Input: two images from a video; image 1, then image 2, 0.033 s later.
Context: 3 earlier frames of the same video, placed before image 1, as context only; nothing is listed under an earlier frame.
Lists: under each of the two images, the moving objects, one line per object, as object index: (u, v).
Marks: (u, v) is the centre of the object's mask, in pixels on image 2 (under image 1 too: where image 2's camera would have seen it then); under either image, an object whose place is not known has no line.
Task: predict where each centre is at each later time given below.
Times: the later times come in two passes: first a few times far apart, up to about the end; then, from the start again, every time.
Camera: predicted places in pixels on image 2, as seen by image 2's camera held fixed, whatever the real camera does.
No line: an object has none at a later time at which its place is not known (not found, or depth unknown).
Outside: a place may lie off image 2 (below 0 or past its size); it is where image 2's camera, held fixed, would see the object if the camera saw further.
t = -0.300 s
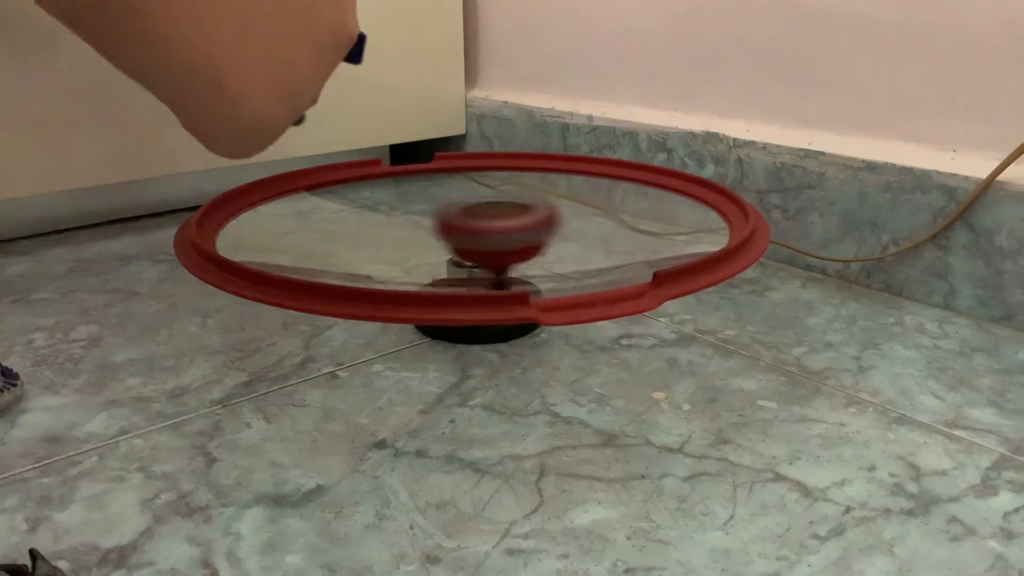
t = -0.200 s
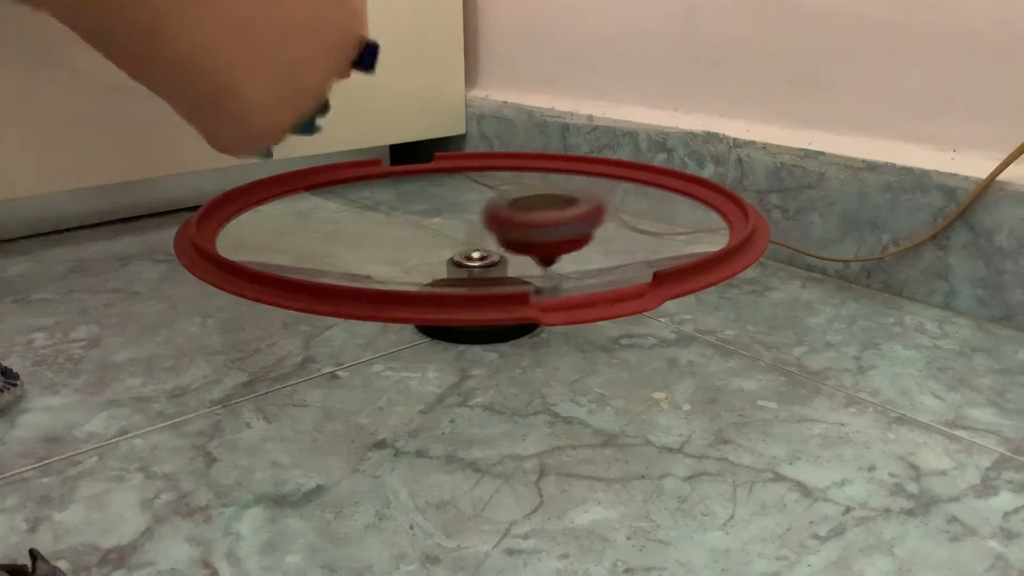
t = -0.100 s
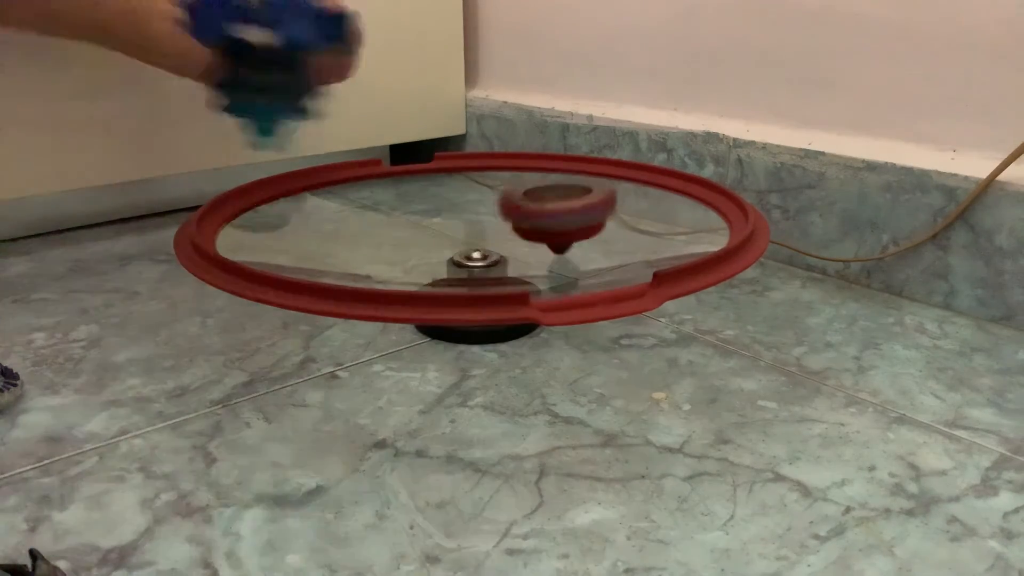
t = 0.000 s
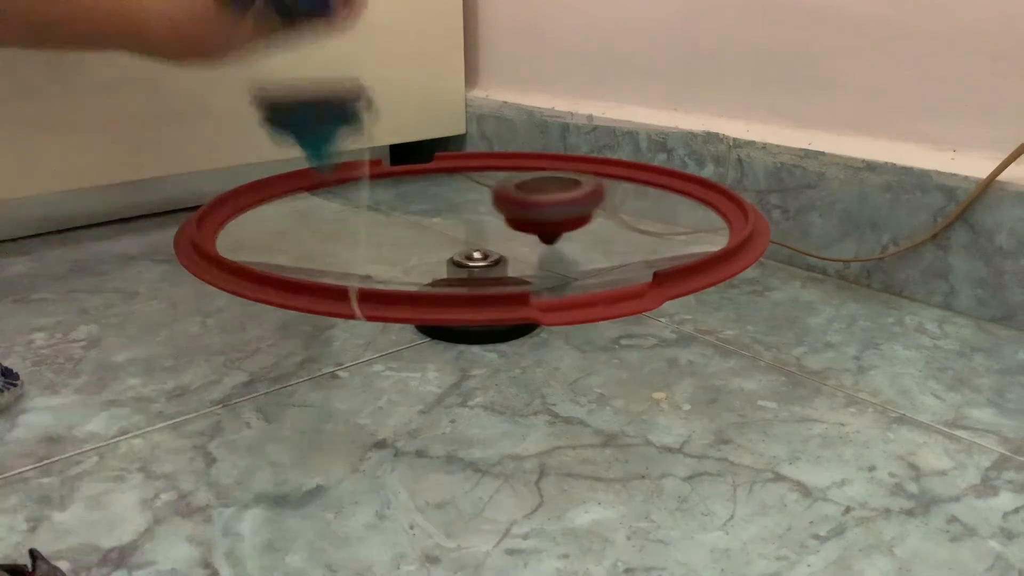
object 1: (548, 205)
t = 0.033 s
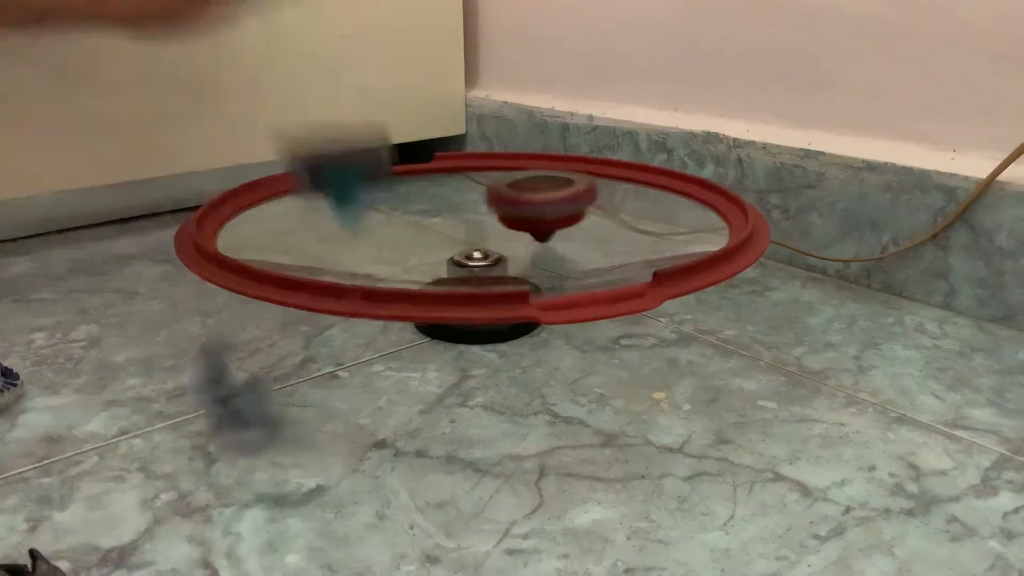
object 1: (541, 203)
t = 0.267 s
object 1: (457, 199)
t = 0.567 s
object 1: (439, 225)
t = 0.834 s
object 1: (485, 228)
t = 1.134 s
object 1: (508, 216)
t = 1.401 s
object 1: (476, 207)
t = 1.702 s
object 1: (431, 214)
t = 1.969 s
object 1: (454, 224)
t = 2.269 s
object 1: (499, 219)
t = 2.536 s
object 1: (491, 204)
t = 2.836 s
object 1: (435, 202)
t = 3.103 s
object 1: (438, 220)
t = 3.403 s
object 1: (495, 223)
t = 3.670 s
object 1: (509, 208)
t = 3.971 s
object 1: (454, 204)
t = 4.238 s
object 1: (430, 219)
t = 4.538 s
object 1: (485, 224)
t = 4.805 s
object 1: (506, 212)
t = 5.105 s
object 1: (459, 205)
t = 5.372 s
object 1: (424, 214)
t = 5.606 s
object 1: (448, 223)
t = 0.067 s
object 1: (531, 199)
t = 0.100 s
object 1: (522, 198)
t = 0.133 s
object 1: (512, 196)
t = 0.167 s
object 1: (501, 191)
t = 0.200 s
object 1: (478, 191)
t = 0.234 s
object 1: (468, 198)
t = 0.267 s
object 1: (457, 199)
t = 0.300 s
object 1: (447, 200)
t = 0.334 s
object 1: (439, 202)
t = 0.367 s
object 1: (434, 205)
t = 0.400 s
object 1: (430, 209)
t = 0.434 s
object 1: (429, 212)
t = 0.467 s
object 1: (429, 216)
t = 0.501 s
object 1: (431, 220)
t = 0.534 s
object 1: (434, 222)
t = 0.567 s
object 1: (439, 225)
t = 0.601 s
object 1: (445, 227)
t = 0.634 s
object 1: (451, 229)
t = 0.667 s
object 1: (457, 228)
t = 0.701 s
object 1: (463, 228)
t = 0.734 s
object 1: (469, 229)
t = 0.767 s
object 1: (475, 229)
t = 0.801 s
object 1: (480, 228)
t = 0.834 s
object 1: (485, 228)
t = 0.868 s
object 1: (489, 227)
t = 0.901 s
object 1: (493, 225)
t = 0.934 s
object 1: (496, 223)
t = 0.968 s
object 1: (498, 222)
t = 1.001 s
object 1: (501, 220)
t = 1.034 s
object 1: (505, 219)
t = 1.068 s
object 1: (508, 218)
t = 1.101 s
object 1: (508, 217)
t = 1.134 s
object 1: (508, 216)
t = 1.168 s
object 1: (514, 211)
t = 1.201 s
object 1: (504, 208)
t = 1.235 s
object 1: (493, 210)
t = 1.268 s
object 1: (498, 211)
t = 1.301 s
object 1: (494, 209)
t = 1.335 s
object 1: (489, 208)
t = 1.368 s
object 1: (483, 208)
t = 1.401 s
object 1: (476, 207)
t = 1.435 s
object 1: (470, 207)
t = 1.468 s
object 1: (464, 207)
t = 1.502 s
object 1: (458, 208)
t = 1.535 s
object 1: (452, 208)
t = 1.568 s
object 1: (446, 209)
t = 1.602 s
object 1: (442, 209)
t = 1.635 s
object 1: (438, 211)
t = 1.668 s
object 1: (434, 212)
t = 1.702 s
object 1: (431, 214)
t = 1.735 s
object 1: (428, 215)
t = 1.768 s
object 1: (428, 216)
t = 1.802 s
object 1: (430, 218)
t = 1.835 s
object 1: (432, 219)
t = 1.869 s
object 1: (435, 220)
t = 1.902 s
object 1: (439, 221)
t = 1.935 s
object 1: (443, 222)
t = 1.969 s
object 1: (454, 224)
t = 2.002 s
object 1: (467, 223)
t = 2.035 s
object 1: (483, 210)
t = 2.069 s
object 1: (438, 218)
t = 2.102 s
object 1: (468, 226)
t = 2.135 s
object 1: (477, 224)
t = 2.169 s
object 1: (483, 222)
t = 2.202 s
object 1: (488, 221)
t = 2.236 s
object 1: (494, 221)
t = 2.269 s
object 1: (499, 219)
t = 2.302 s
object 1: (502, 217)
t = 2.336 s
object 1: (504, 216)
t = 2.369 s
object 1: (505, 214)
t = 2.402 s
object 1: (505, 212)
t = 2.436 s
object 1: (503, 210)
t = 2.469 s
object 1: (499, 208)
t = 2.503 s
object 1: (496, 206)
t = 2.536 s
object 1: (491, 204)
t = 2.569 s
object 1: (485, 203)
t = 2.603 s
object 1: (479, 201)
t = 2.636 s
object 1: (473, 200)
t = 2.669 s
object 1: (466, 200)
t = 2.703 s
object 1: (459, 200)
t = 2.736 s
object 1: (454, 200)
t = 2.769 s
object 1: (448, 199)
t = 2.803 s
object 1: (440, 202)
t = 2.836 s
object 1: (435, 202)
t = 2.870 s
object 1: (433, 204)
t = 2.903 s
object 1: (431, 208)
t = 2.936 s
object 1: (428, 210)
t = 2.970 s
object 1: (428, 211)
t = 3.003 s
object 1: (429, 214)
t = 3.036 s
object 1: (431, 216)
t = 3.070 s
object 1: (434, 217)
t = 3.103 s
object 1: (438, 220)
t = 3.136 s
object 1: (444, 221)
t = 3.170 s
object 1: (448, 222)
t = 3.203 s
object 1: (453, 224)
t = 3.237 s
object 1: (459, 225)
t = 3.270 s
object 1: (467, 225)
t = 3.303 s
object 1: (474, 224)
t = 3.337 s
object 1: (482, 224)
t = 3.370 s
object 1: (489, 223)
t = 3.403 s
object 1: (495, 223)
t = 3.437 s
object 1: (503, 221)
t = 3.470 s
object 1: (507, 219)
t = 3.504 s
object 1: (510, 218)
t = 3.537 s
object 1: (513, 216)
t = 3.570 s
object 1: (514, 214)
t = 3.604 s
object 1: (514, 212)
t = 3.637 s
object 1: (512, 210)
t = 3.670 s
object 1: (509, 208)
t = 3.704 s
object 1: (506, 207)
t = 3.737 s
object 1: (501, 204)
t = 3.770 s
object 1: (495, 204)
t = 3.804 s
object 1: (489, 203)
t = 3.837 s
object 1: (482, 202)
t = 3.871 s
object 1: (475, 202)
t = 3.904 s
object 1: (469, 203)
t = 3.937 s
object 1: (461, 203)
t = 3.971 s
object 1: (454, 204)
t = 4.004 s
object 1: (447, 205)
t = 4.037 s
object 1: (441, 207)
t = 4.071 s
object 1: (436, 208)
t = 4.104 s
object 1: (432, 210)
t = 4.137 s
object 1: (429, 213)
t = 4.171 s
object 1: (429, 215)
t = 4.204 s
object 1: (428, 217)
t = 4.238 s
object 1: (430, 219)
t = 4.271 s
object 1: (432, 220)
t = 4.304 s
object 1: (437, 222)
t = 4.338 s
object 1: (443, 223)
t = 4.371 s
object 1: (449, 224)
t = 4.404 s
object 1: (456, 225)
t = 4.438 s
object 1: (464, 225)
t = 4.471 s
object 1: (471, 225)
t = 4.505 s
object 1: (478, 225)
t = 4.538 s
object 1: (485, 224)
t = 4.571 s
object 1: (492, 223)
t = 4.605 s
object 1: (497, 222)
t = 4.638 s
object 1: (502, 220)
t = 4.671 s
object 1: (505, 218)
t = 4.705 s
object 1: (507, 217)
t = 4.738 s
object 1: (508, 216)
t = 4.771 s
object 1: (508, 214)
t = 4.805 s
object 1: (506, 212)
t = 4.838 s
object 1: (505, 211)
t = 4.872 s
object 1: (501, 209)
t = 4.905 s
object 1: (497, 208)
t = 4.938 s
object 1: (491, 206)
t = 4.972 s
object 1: (485, 205)
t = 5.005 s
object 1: (479, 205)
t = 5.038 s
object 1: (472, 205)
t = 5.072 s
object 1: (465, 204)
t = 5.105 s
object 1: (459, 205)
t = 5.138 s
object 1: (452, 205)
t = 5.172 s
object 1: (446, 206)
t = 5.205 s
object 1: (440, 207)
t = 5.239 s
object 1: (435, 208)
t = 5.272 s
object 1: (431, 209)
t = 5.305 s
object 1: (428, 211)
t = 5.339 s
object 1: (425, 212)
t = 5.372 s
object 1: (424, 214)
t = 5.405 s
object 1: (424, 216)
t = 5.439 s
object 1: (425, 218)
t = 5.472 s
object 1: (428, 219)
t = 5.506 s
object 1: (431, 220)
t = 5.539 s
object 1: (436, 221)
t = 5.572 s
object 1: (442, 222)
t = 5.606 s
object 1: (448, 223)
